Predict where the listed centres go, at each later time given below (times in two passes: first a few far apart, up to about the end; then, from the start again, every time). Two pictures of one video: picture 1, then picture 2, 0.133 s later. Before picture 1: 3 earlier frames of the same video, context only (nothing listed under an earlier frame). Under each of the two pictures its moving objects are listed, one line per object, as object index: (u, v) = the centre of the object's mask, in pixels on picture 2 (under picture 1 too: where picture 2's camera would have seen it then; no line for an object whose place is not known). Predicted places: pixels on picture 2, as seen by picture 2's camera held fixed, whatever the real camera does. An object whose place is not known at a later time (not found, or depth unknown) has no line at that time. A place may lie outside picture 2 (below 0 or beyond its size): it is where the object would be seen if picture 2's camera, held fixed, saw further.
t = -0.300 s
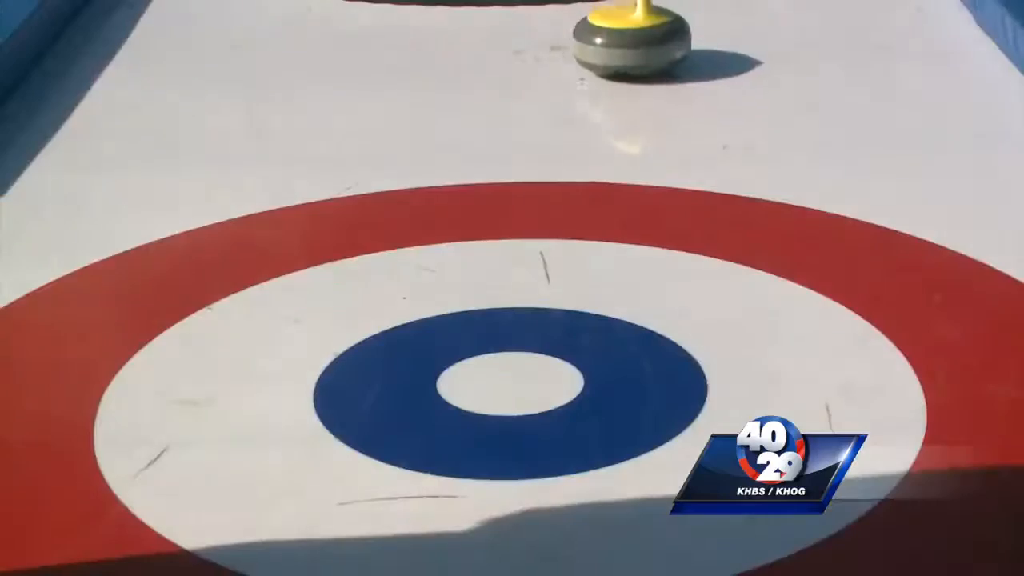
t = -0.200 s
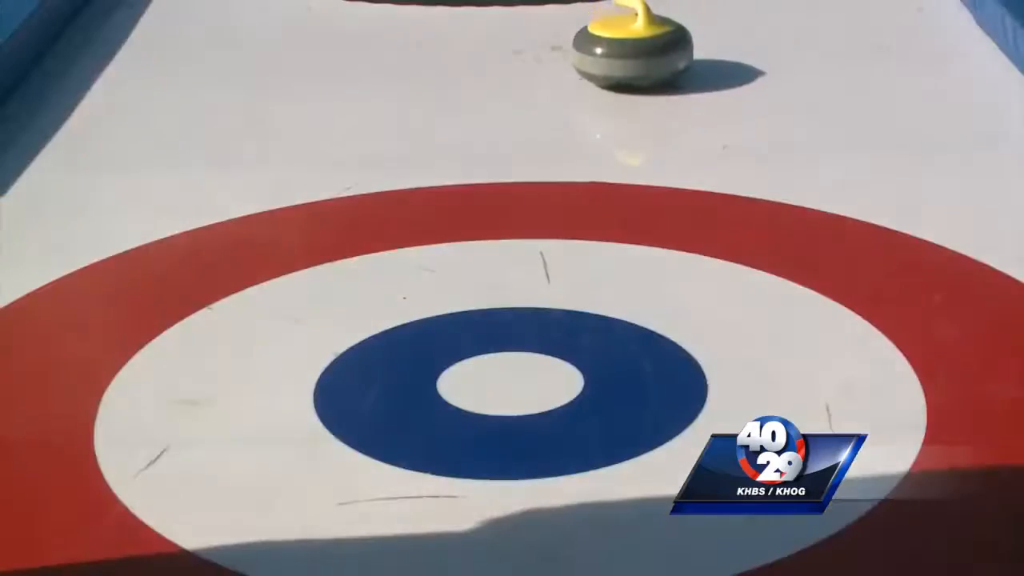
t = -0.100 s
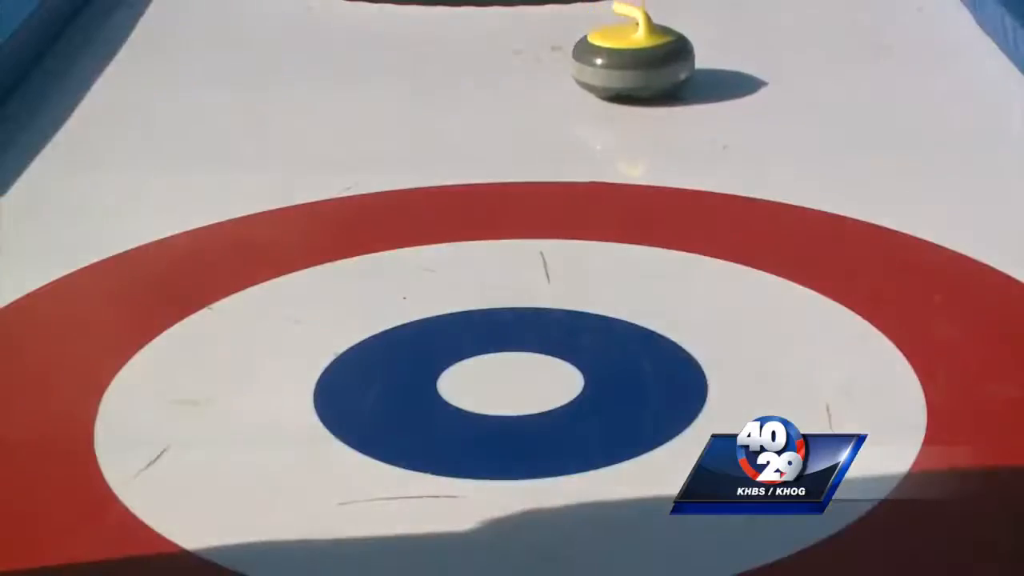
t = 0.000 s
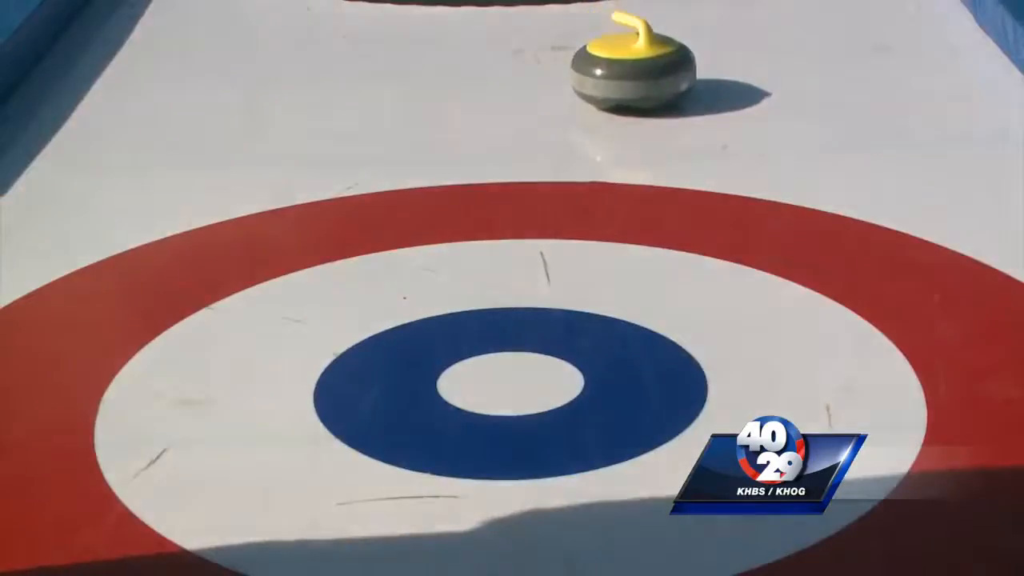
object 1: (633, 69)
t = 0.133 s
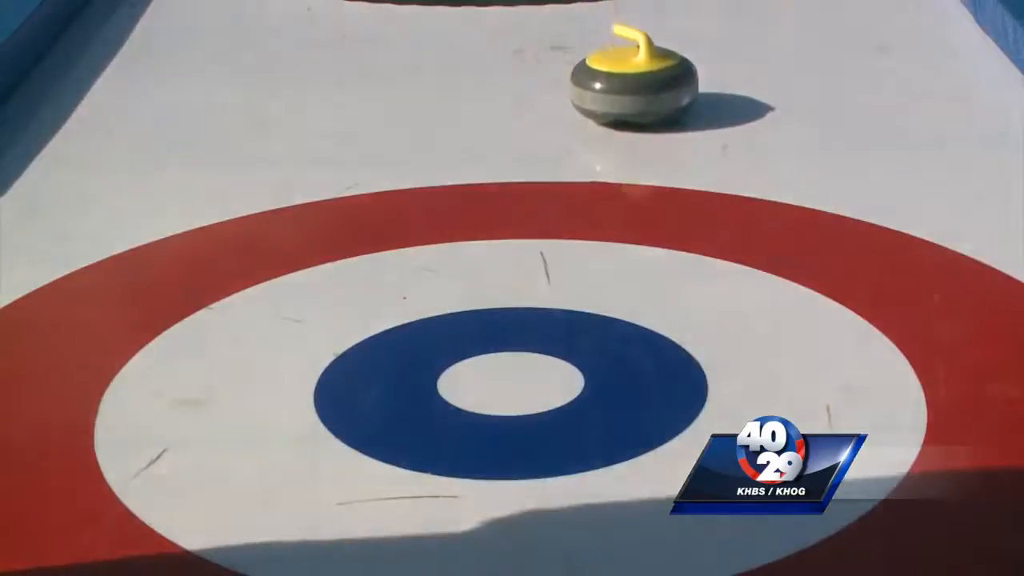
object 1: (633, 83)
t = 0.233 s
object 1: (633, 93)
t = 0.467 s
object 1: (632, 118)
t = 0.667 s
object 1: (630, 140)
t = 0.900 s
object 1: (627, 168)
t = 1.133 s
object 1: (619, 195)
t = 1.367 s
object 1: (611, 223)
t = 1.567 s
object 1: (603, 249)
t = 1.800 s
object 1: (592, 280)
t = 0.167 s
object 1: (633, 86)
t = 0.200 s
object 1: (633, 90)
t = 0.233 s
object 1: (633, 93)
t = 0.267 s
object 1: (633, 96)
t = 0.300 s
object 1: (633, 100)
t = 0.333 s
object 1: (632, 103)
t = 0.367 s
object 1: (632, 106)
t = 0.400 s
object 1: (632, 110)
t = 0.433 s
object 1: (632, 114)
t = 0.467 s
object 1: (632, 118)
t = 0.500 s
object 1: (632, 121)
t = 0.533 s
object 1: (631, 125)
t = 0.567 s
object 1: (631, 129)
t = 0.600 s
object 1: (631, 132)
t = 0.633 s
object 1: (630, 136)
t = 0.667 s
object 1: (630, 140)
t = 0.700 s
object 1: (630, 144)
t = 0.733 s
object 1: (629, 148)
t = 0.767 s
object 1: (628, 151)
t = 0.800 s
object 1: (629, 156)
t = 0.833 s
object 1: (628, 160)
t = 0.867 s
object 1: (628, 164)
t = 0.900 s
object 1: (627, 168)
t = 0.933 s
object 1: (625, 170)
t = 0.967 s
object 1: (625, 175)
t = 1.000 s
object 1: (623, 179)
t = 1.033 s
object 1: (622, 182)
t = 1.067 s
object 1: (621, 186)
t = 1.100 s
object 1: (620, 191)
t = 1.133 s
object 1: (619, 195)
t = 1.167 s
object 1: (618, 199)
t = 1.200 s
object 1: (617, 203)
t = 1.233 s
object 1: (616, 207)
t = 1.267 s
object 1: (615, 211)
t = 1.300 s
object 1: (613, 215)
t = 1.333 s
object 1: (612, 219)
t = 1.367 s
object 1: (611, 223)
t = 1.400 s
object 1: (610, 228)
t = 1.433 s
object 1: (609, 232)
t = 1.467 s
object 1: (607, 236)
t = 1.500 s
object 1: (606, 240)
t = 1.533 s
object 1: (605, 245)
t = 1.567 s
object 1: (603, 249)
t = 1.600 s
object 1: (602, 253)
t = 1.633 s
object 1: (600, 257)
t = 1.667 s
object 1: (599, 261)
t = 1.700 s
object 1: (597, 266)
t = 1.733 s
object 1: (595, 271)
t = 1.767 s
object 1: (593, 276)
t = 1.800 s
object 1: (592, 280)
